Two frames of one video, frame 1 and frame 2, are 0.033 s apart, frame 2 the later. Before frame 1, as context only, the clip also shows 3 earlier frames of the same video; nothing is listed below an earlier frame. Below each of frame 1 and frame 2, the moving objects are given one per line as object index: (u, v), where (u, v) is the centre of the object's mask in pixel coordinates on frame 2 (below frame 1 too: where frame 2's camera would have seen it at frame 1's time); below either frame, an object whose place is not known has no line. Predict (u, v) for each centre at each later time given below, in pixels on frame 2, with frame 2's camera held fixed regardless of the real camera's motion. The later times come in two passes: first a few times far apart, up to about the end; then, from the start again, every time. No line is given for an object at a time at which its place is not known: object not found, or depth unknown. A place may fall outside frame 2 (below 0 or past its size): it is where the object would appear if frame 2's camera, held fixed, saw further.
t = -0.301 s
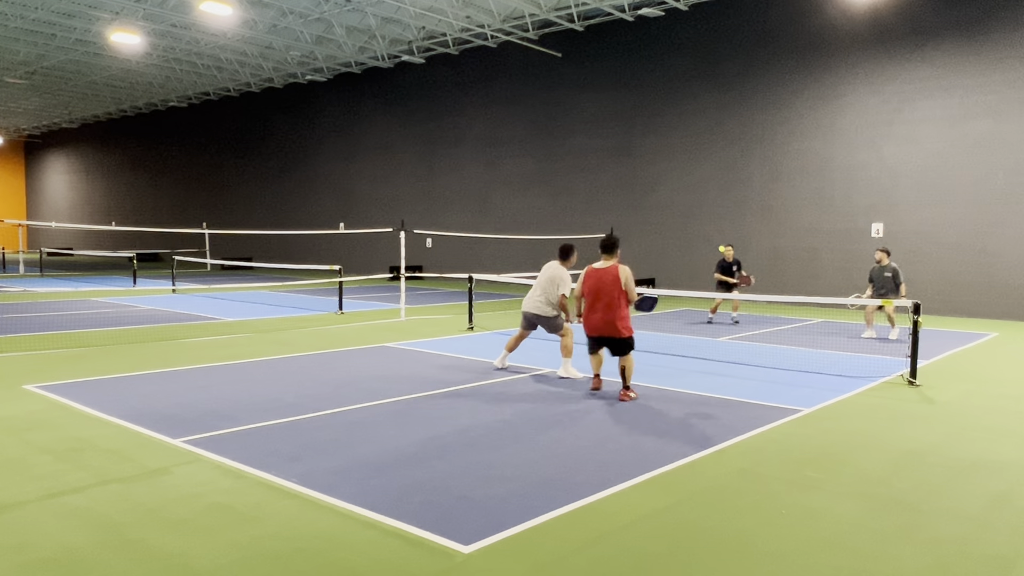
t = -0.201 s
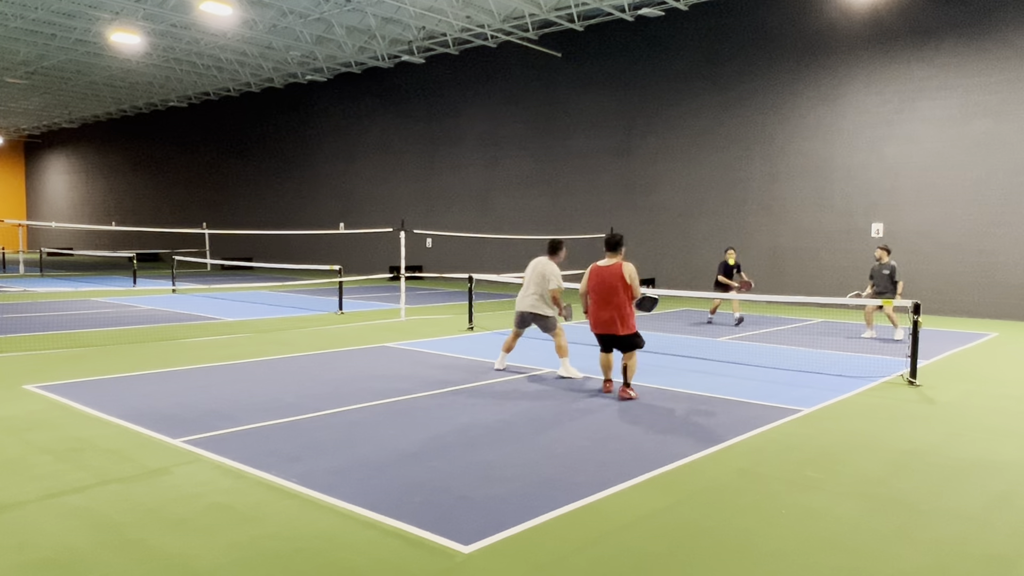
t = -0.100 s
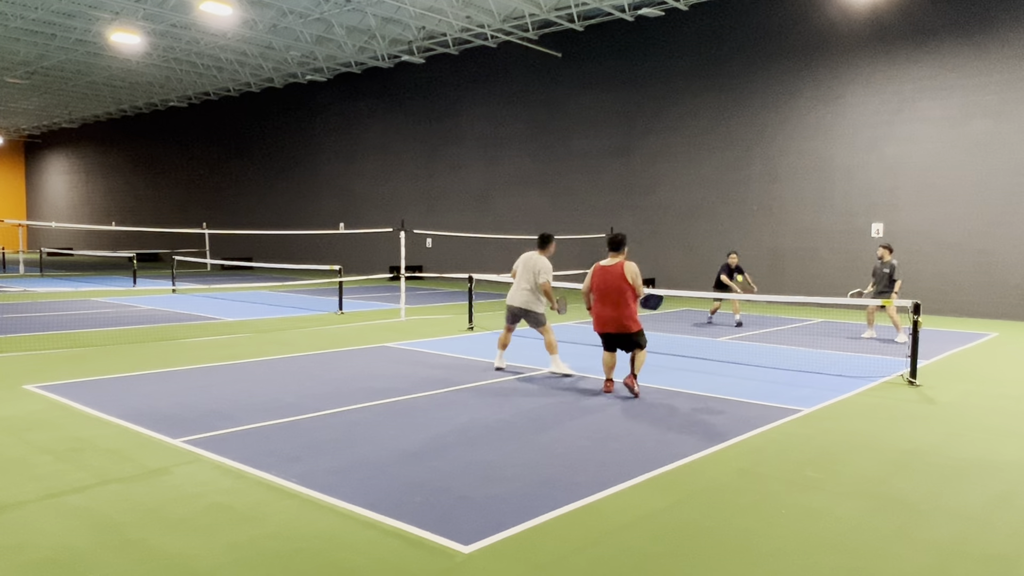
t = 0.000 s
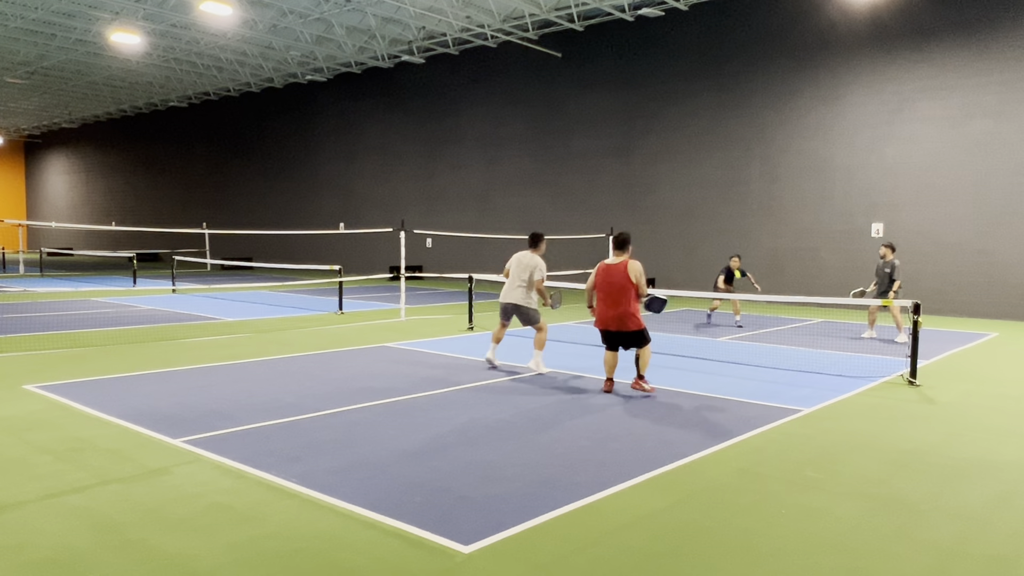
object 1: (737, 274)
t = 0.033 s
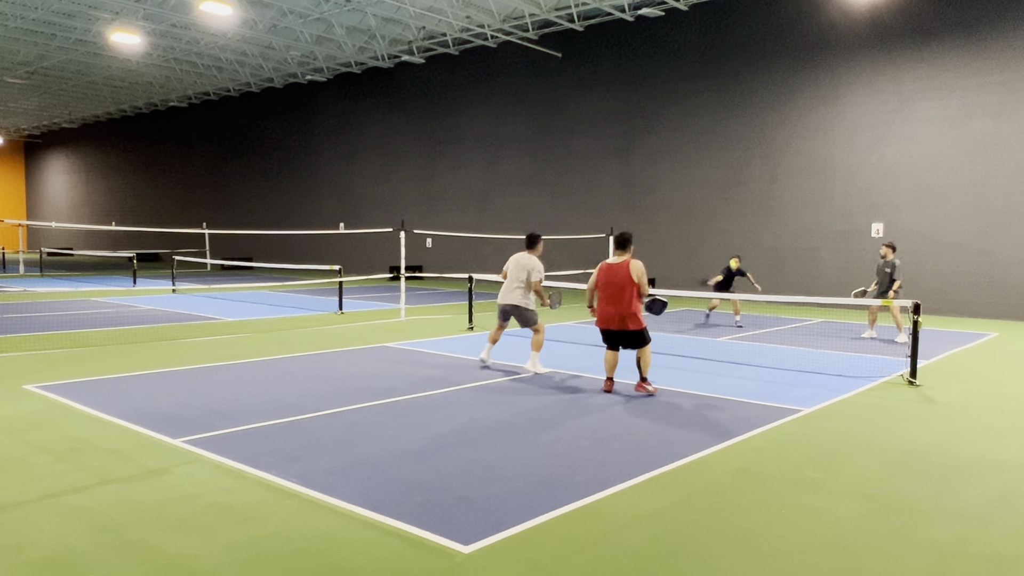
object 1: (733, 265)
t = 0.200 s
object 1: (709, 219)
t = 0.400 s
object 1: (675, 183)
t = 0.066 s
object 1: (728, 253)
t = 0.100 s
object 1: (724, 244)
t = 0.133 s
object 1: (719, 235)
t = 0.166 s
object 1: (714, 227)
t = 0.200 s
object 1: (709, 219)
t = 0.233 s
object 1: (704, 211)
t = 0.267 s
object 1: (698, 204)
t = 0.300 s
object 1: (692, 198)
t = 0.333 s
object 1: (687, 193)
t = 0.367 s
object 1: (681, 188)
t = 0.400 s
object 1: (675, 183)
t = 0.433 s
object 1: (669, 180)
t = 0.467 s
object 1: (662, 177)
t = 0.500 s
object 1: (656, 175)
